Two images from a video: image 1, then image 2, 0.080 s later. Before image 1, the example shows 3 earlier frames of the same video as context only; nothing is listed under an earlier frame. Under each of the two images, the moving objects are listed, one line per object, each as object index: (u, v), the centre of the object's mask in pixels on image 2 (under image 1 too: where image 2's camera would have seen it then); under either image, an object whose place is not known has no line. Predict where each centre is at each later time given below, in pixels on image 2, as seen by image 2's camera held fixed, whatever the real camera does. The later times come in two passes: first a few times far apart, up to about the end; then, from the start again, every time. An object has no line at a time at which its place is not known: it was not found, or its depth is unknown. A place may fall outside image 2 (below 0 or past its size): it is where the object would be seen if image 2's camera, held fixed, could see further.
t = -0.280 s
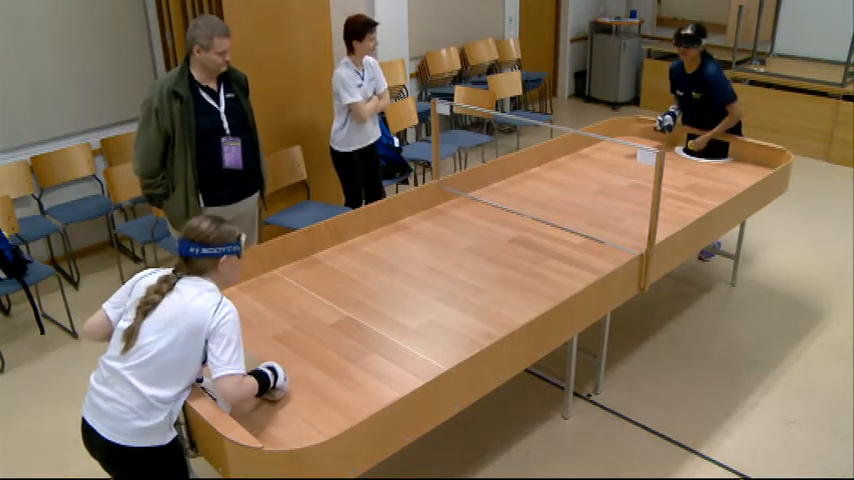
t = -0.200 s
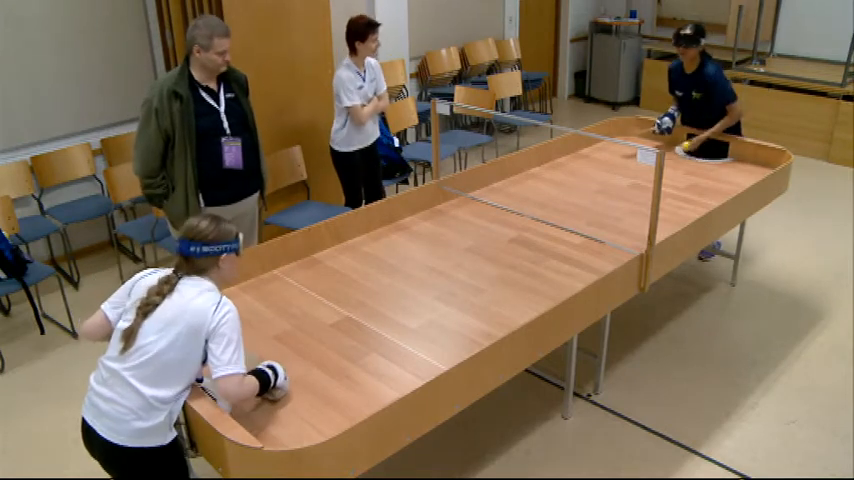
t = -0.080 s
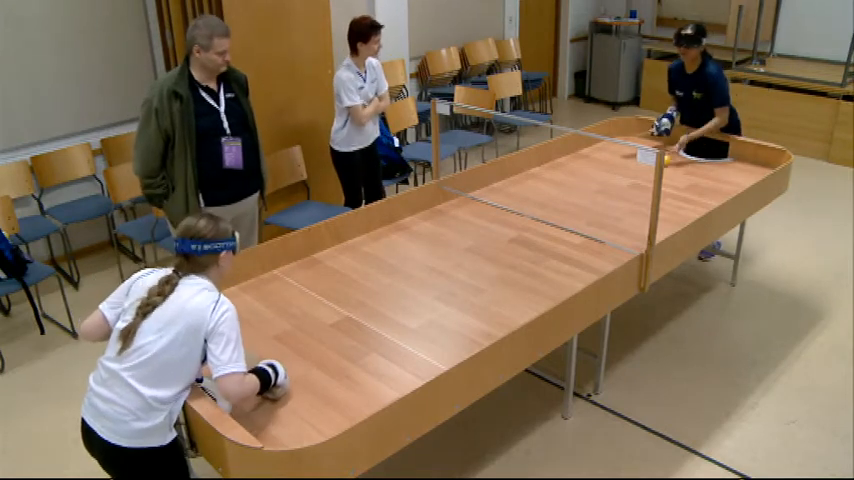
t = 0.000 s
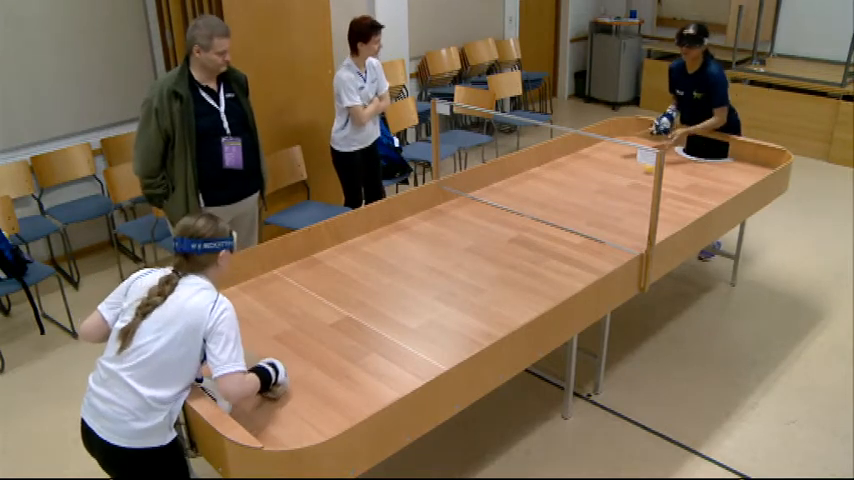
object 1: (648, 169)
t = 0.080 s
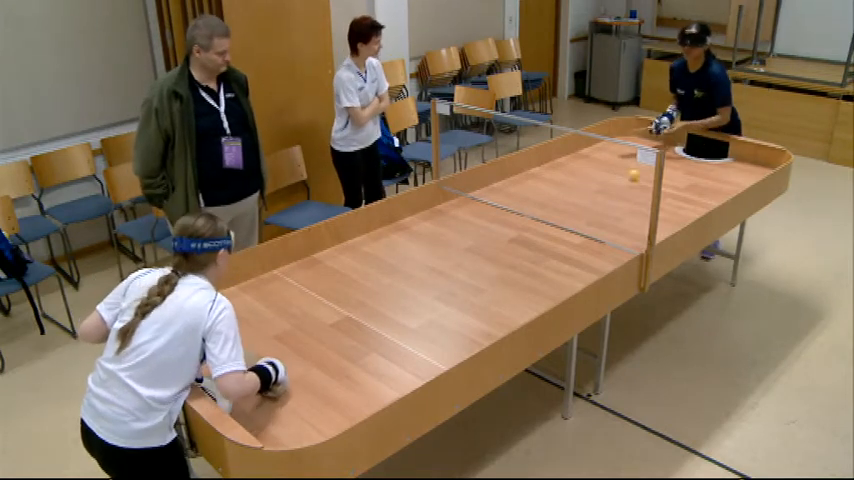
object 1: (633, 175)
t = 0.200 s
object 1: (610, 184)
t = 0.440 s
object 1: (567, 200)
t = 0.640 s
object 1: (525, 213)
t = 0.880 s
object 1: (473, 231)
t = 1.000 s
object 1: (445, 241)
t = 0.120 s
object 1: (626, 179)
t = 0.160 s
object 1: (618, 181)
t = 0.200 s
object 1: (610, 184)
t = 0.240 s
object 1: (604, 187)
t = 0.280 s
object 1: (597, 189)
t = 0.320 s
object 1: (588, 192)
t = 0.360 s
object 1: (581, 194)
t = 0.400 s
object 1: (573, 198)
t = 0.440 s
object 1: (567, 200)
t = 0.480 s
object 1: (557, 202)
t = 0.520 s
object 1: (550, 205)
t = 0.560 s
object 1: (542, 207)
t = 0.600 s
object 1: (534, 210)
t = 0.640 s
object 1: (525, 213)
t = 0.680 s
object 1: (516, 218)
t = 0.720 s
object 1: (509, 219)
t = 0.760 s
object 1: (500, 221)
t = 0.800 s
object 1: (491, 225)
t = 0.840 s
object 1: (483, 229)
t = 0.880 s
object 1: (473, 231)
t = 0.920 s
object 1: (464, 235)
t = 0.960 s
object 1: (454, 238)
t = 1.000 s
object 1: (445, 241)
